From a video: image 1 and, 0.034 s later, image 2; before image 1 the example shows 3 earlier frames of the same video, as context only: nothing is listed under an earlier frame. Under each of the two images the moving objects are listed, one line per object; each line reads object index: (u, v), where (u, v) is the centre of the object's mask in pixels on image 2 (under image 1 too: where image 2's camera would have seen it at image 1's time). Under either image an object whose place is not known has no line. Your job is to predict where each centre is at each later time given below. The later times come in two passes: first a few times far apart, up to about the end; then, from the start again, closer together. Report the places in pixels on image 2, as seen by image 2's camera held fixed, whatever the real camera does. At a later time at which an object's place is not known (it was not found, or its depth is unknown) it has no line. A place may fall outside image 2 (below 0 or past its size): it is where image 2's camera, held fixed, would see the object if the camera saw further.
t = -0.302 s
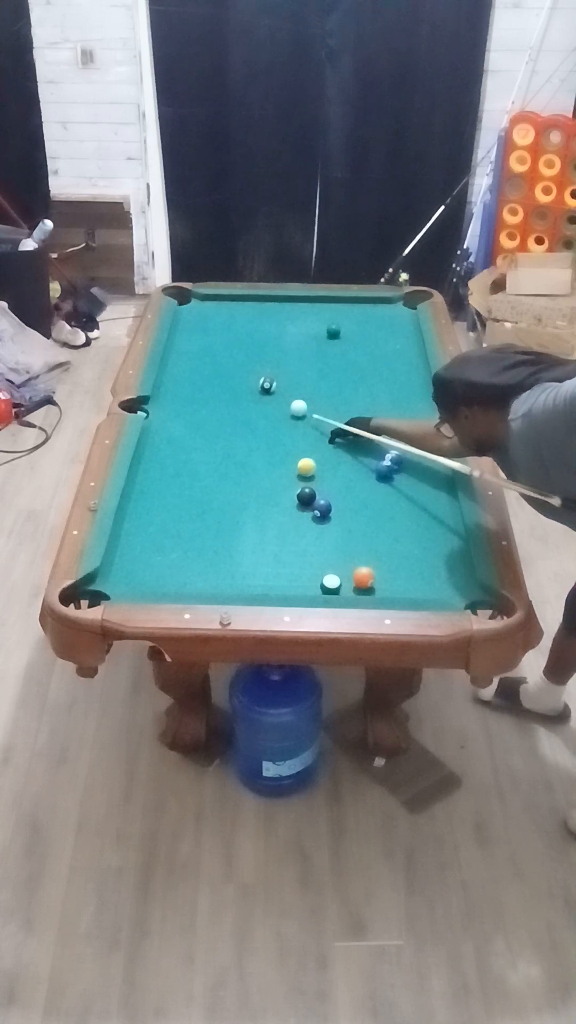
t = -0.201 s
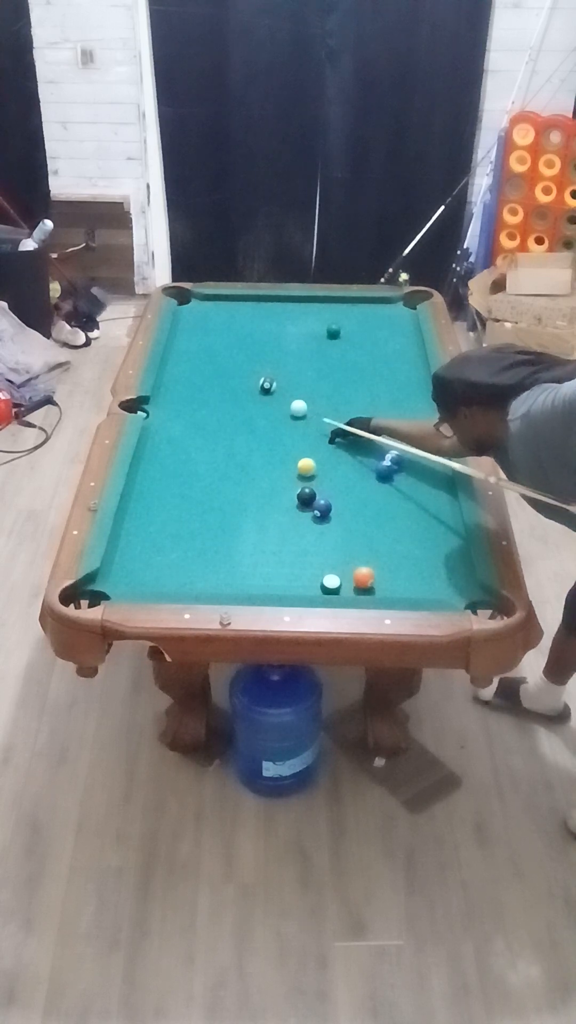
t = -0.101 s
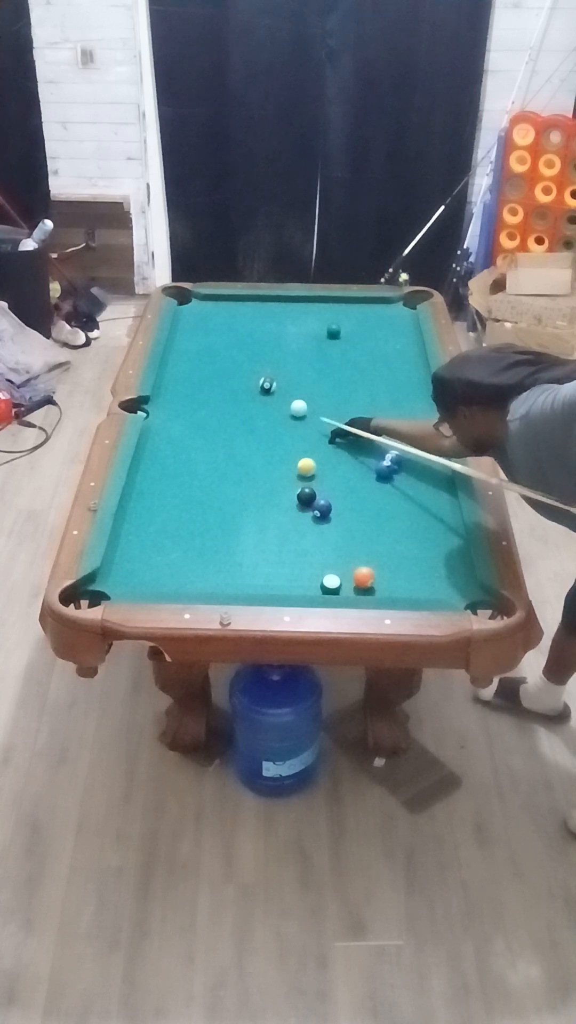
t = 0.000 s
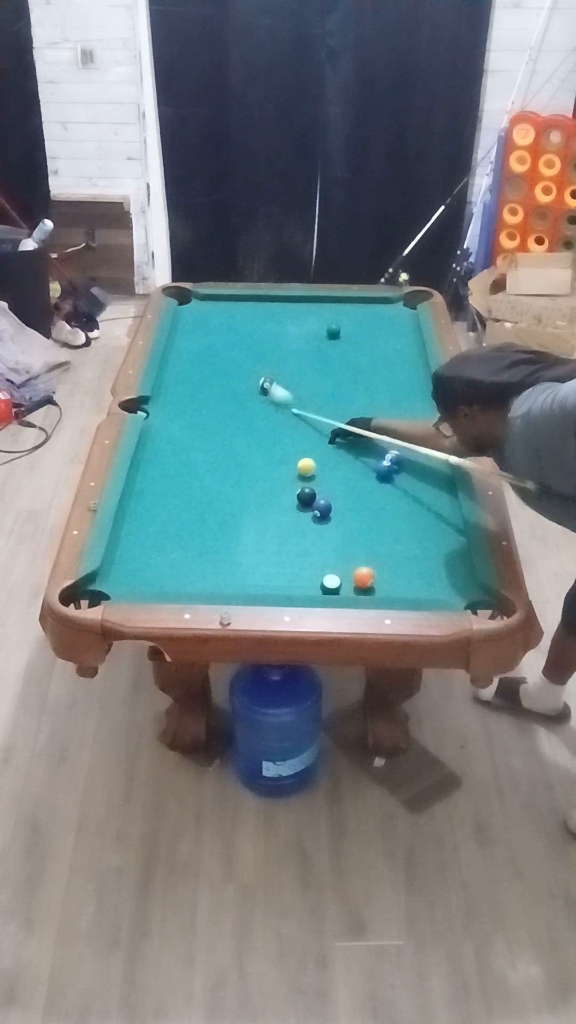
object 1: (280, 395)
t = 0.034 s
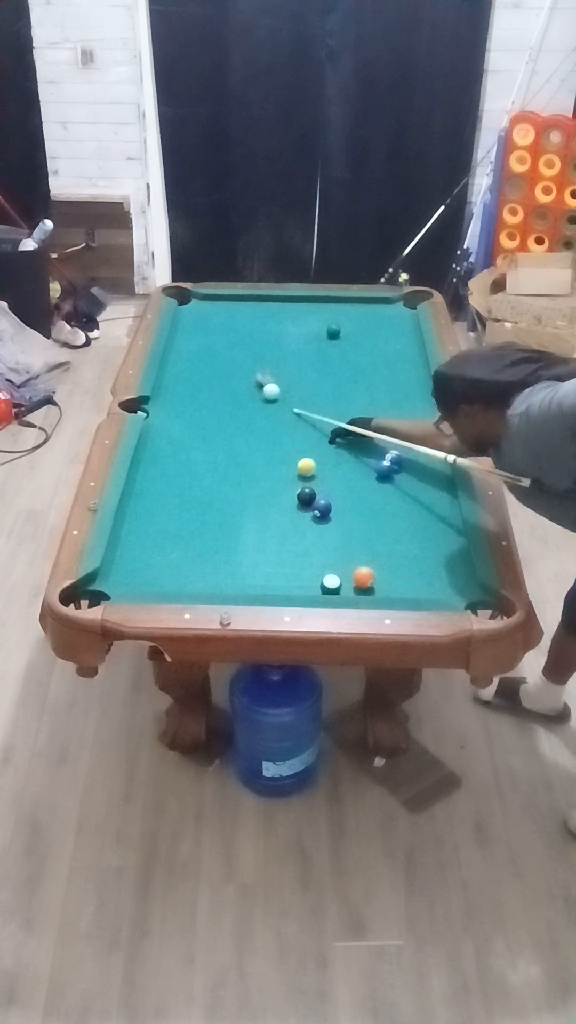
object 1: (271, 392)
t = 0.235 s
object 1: (259, 397)
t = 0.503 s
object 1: (247, 405)
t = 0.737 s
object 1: (238, 411)
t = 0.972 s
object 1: (230, 416)
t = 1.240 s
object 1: (222, 421)
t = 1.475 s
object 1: (216, 424)
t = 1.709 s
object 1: (212, 426)
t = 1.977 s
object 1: (208, 428)
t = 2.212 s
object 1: (207, 428)
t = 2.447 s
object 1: (207, 428)
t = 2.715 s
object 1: (207, 427)
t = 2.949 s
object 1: (207, 428)
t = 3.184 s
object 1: (207, 428)
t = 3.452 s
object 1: (204, 429)
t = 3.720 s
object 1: (210, 425)
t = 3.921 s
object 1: (207, 428)
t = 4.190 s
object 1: (207, 428)
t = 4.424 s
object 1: (207, 428)
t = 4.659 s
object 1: (207, 428)
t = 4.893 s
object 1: (207, 428)
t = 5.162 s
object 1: (207, 428)
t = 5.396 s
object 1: (207, 428)
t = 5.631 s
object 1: (207, 428)
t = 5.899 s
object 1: (207, 428)
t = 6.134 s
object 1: (207, 428)
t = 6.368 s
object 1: (207, 428)
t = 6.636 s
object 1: (207, 428)
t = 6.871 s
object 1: (207, 428)
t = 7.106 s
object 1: (207, 428)
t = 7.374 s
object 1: (207, 428)
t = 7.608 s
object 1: (207, 428)
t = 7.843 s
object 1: (207, 428)
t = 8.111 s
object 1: (207, 428)
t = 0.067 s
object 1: (268, 392)
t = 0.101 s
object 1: (266, 393)
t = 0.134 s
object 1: (264, 394)
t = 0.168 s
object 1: (262, 395)
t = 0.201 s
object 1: (261, 396)
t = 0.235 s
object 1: (259, 397)
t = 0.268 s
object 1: (257, 398)
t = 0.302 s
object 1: (256, 399)
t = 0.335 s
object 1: (254, 400)
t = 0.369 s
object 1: (253, 401)
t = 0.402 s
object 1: (251, 402)
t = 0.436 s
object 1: (250, 403)
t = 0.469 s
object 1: (248, 404)
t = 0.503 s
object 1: (247, 405)
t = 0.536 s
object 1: (246, 406)
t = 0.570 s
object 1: (244, 407)
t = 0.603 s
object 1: (243, 407)
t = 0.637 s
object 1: (242, 408)
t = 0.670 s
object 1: (241, 409)
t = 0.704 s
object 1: (239, 410)
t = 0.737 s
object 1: (238, 411)
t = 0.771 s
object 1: (237, 412)
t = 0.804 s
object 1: (236, 413)
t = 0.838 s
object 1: (235, 413)
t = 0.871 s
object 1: (233, 414)
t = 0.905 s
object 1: (232, 415)
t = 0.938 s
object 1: (231, 415)
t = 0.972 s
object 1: (230, 416)
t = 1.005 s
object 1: (229, 417)
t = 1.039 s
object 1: (228, 418)
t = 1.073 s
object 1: (227, 418)
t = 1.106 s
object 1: (226, 419)
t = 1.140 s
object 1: (225, 419)
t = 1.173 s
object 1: (224, 420)
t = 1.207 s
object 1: (223, 421)
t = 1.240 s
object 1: (222, 421)
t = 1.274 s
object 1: (221, 422)
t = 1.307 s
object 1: (220, 422)
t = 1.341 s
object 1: (219, 422)
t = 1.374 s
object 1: (218, 423)
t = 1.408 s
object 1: (218, 423)
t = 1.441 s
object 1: (217, 424)
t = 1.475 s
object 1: (216, 424)
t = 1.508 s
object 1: (215, 425)
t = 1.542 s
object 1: (215, 425)
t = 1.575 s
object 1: (214, 425)
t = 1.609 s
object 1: (213, 425)
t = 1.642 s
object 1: (213, 426)
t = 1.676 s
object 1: (212, 426)
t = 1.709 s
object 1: (212, 426)
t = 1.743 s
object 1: (211, 426)
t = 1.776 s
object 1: (211, 427)
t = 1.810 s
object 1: (210, 427)
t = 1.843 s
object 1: (210, 427)
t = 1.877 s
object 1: (209, 427)
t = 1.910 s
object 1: (209, 427)
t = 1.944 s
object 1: (208, 427)
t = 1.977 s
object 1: (208, 428)
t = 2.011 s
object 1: (208, 428)
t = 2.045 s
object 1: (208, 428)
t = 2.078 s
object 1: (207, 428)
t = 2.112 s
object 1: (207, 428)
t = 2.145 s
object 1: (207, 428)
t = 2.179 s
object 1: (207, 428)
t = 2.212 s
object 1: (207, 428)
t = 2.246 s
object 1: (207, 428)
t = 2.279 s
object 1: (207, 428)
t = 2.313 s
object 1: (207, 428)
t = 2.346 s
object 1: (207, 428)
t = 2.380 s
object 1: (207, 428)
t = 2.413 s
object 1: (207, 428)
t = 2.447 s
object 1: (207, 428)
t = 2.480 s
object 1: (207, 428)
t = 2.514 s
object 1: (207, 428)
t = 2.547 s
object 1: (207, 428)
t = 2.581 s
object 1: (207, 428)
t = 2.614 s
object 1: (207, 428)
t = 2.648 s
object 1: (207, 428)
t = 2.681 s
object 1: (207, 428)
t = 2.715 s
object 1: (207, 427)
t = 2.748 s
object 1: (208, 427)
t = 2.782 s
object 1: (207, 428)
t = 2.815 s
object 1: (207, 428)
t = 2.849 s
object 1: (207, 428)
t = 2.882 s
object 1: (207, 428)
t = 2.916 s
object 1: (207, 428)
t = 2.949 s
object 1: (207, 428)
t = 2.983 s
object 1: (207, 428)
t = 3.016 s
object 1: (207, 428)
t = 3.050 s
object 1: (207, 428)
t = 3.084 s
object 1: (207, 428)
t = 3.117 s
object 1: (207, 428)
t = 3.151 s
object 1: (207, 428)
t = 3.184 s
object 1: (207, 428)
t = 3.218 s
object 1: (207, 428)
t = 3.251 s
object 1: (207, 428)
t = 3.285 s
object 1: (207, 428)
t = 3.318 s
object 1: (207, 428)
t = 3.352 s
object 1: (207, 428)
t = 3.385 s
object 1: (207, 428)
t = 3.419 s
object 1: (207, 428)
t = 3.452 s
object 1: (204, 429)
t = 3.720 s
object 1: (210, 425)
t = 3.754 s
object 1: (207, 428)
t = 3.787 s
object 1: (207, 428)
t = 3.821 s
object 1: (207, 428)
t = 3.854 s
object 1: (207, 428)
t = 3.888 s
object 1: (207, 428)
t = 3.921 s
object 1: (207, 428)
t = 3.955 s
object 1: (207, 428)
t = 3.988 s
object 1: (207, 428)
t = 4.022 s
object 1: (207, 428)
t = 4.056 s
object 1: (207, 428)
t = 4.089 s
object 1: (207, 428)
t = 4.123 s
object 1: (207, 428)
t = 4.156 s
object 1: (207, 428)
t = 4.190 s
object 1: (207, 428)
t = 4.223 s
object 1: (207, 428)
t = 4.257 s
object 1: (207, 428)
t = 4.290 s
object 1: (207, 428)
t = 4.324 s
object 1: (207, 428)
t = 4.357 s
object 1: (207, 428)
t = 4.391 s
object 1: (207, 428)
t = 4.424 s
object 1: (207, 428)
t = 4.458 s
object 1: (207, 428)
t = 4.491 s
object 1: (207, 428)
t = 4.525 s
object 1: (207, 428)
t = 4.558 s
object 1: (207, 428)
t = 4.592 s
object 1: (207, 428)
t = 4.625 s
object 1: (207, 428)
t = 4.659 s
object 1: (207, 428)
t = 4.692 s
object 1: (207, 428)
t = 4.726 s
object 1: (207, 428)
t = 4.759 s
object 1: (207, 428)
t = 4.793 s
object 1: (207, 428)
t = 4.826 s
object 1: (207, 428)
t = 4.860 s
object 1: (207, 428)
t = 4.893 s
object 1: (207, 428)
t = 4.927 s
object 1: (207, 428)
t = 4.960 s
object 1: (207, 428)
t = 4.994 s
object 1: (207, 428)
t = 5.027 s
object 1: (207, 428)
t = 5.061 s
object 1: (207, 428)
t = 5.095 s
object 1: (207, 428)
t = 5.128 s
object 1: (207, 428)
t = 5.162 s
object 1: (207, 428)
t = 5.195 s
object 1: (207, 428)
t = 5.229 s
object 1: (207, 428)
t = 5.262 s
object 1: (207, 428)
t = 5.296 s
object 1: (207, 428)
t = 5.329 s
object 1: (207, 428)
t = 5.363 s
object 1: (207, 428)
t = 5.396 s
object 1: (207, 428)
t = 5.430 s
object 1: (207, 428)
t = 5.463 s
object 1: (207, 428)
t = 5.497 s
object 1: (207, 428)
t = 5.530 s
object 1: (207, 428)
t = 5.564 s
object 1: (207, 428)
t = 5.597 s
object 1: (207, 428)
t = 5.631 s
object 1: (207, 428)
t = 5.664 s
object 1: (207, 428)
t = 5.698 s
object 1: (207, 428)
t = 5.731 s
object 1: (207, 428)
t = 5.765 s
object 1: (207, 428)
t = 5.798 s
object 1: (207, 428)
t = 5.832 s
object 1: (207, 428)
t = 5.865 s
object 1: (207, 428)
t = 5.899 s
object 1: (207, 428)
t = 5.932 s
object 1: (207, 428)
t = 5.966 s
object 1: (207, 428)
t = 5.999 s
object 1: (207, 428)
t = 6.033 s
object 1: (207, 428)
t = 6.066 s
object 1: (207, 428)
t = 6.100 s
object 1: (207, 428)
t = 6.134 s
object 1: (207, 428)
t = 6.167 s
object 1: (207, 428)
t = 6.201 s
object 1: (207, 428)
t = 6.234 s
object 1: (207, 428)
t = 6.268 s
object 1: (207, 428)
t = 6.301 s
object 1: (207, 428)
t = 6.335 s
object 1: (207, 428)
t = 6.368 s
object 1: (207, 428)
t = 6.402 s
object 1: (207, 428)
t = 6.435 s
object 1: (207, 428)
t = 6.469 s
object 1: (207, 428)
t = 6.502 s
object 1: (207, 428)
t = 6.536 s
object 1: (207, 428)
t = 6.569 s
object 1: (207, 428)
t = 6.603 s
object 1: (207, 428)
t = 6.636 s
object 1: (207, 428)
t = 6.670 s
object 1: (207, 428)
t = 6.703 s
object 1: (207, 428)
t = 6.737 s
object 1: (207, 428)
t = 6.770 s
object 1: (207, 428)
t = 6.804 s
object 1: (207, 428)
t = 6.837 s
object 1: (207, 428)
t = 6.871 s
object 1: (207, 428)
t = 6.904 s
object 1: (207, 428)
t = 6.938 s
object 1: (207, 428)
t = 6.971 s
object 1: (207, 428)
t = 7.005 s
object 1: (207, 428)
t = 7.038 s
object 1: (207, 428)
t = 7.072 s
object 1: (207, 428)
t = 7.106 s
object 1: (207, 428)
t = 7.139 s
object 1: (207, 428)
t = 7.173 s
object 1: (207, 428)
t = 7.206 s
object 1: (207, 428)
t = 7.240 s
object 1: (207, 428)
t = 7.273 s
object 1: (207, 428)
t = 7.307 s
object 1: (207, 428)
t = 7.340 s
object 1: (207, 428)
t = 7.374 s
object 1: (207, 428)
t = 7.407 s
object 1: (207, 428)
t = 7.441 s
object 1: (207, 428)
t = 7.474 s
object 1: (207, 428)
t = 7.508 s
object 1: (207, 428)
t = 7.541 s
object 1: (207, 428)
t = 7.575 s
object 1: (207, 428)
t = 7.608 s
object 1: (207, 428)
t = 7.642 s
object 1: (207, 428)
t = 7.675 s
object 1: (207, 428)
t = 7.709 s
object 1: (207, 428)
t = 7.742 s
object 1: (207, 428)
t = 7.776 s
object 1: (207, 428)
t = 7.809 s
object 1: (207, 428)
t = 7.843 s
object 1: (207, 428)
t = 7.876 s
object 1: (207, 428)
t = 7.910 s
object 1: (207, 428)
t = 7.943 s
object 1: (207, 428)
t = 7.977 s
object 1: (207, 428)
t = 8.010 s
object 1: (207, 428)
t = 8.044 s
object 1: (207, 428)
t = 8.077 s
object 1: (207, 428)
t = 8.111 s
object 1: (207, 428)
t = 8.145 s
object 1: (207, 428)
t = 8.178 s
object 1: (207, 428)
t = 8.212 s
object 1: (207, 428)
